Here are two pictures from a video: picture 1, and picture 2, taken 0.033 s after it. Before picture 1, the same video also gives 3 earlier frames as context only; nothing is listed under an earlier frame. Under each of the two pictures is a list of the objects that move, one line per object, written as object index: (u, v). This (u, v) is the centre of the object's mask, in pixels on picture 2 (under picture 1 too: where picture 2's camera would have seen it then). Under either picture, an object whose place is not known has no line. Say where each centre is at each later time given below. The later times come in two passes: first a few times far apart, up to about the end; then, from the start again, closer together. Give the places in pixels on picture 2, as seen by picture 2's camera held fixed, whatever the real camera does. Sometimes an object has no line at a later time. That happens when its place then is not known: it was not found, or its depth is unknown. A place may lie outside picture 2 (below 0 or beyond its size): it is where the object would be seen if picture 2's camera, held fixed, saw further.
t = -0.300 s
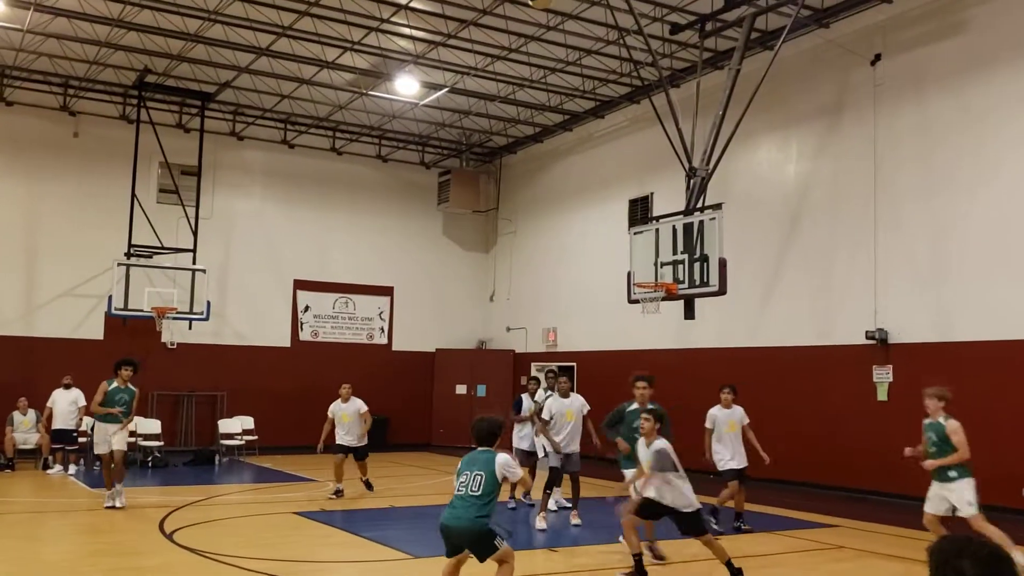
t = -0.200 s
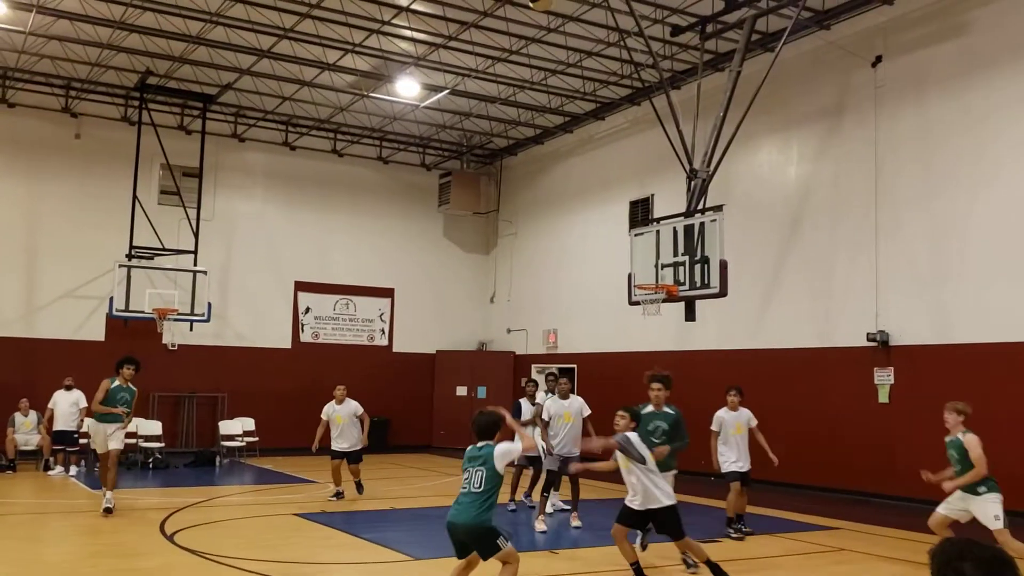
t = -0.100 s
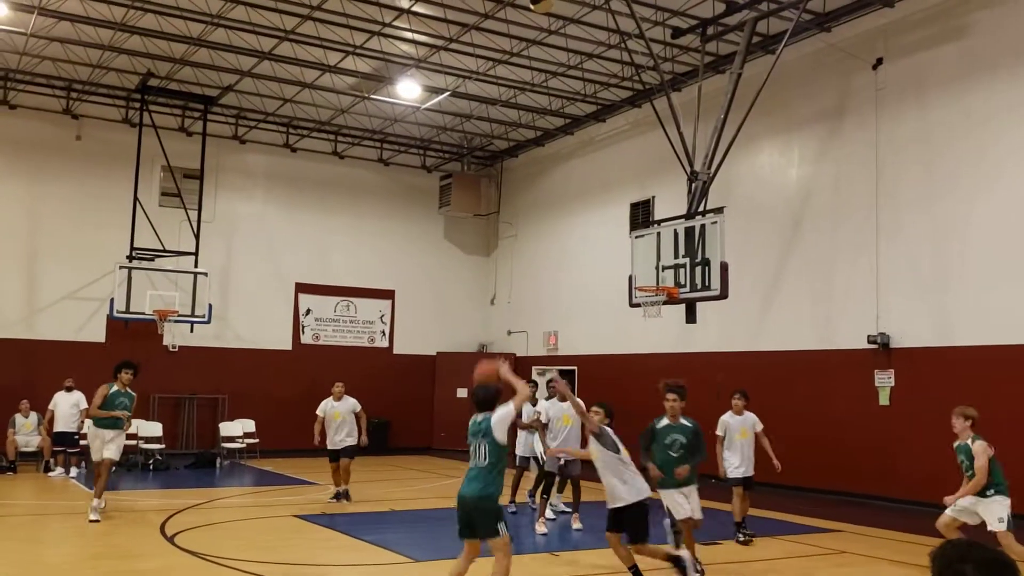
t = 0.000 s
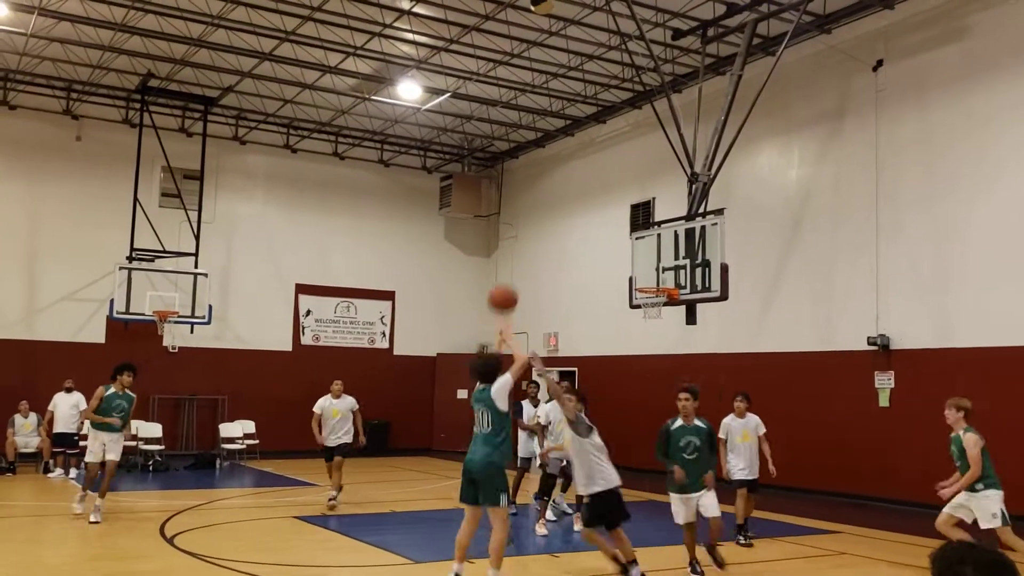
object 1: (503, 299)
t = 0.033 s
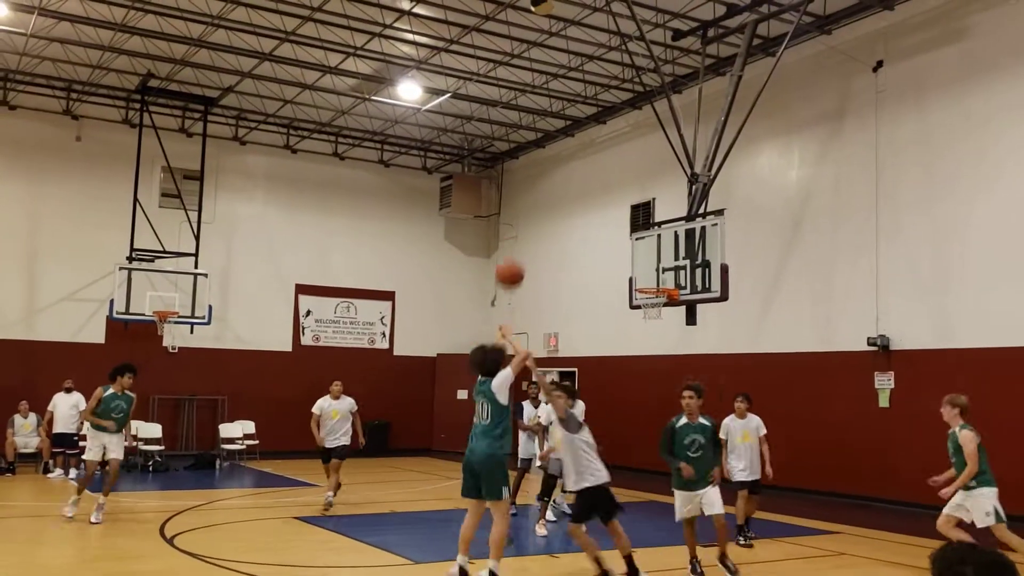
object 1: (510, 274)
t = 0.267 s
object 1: (549, 159)
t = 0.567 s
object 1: (584, 119)
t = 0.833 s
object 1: (605, 152)
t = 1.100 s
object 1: (622, 228)
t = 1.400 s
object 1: (585, 283)
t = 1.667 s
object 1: (514, 319)
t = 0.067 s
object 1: (516, 251)
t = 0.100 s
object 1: (523, 232)
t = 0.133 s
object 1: (527, 214)
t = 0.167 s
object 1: (534, 198)
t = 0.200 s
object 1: (539, 183)
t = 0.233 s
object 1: (544, 170)
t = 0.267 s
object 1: (549, 159)
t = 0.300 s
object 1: (554, 149)
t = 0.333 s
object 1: (558, 141)
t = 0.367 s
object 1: (563, 134)
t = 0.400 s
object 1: (567, 129)
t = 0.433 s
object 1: (570, 125)
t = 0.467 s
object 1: (574, 123)
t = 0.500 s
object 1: (578, 120)
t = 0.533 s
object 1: (581, 119)
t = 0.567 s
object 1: (584, 119)
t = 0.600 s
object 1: (587, 120)
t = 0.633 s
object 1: (591, 122)
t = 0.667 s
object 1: (593, 125)
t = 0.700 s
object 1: (596, 129)
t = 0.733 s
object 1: (598, 134)
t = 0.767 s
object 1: (600, 138)
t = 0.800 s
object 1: (603, 145)
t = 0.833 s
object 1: (605, 152)
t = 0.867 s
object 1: (608, 160)
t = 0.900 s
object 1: (610, 168)
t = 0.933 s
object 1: (612, 176)
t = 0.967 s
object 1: (615, 186)
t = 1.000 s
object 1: (617, 196)
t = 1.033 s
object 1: (618, 206)
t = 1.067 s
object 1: (620, 217)
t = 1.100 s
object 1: (622, 228)
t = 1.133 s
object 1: (623, 241)
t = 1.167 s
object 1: (625, 253)
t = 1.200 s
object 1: (627, 267)
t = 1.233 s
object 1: (628, 281)
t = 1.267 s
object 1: (624, 284)
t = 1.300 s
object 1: (614, 283)
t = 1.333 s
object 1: (604, 282)
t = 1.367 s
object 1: (595, 282)
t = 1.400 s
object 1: (585, 283)
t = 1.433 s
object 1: (576, 285)
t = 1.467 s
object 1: (567, 288)
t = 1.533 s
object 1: (549, 295)
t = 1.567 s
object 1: (540, 300)
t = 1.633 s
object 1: (523, 311)
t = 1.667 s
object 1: (514, 319)
